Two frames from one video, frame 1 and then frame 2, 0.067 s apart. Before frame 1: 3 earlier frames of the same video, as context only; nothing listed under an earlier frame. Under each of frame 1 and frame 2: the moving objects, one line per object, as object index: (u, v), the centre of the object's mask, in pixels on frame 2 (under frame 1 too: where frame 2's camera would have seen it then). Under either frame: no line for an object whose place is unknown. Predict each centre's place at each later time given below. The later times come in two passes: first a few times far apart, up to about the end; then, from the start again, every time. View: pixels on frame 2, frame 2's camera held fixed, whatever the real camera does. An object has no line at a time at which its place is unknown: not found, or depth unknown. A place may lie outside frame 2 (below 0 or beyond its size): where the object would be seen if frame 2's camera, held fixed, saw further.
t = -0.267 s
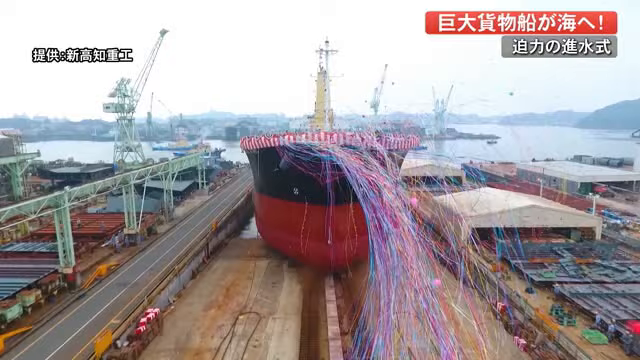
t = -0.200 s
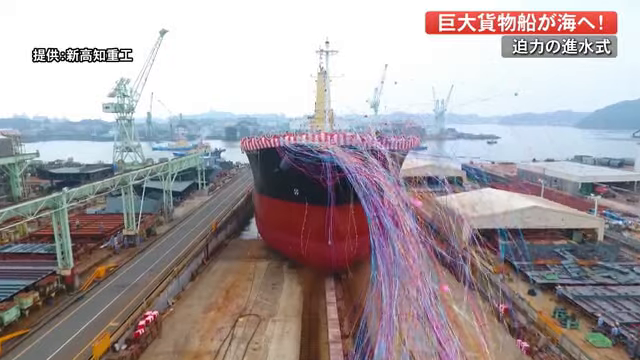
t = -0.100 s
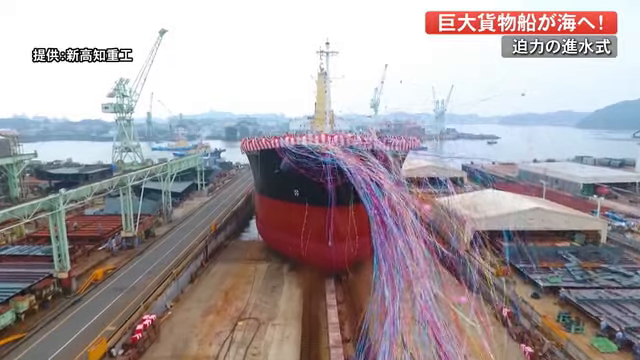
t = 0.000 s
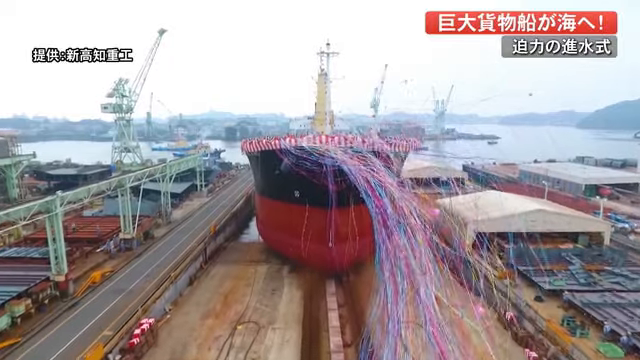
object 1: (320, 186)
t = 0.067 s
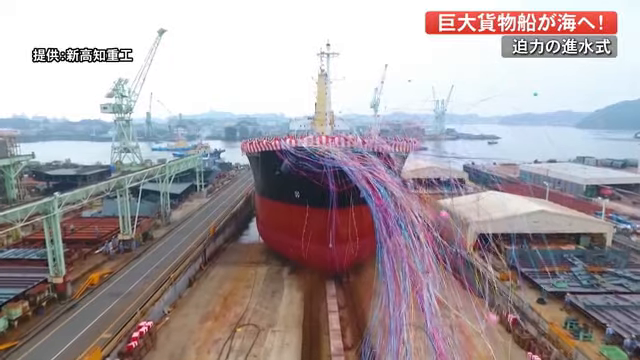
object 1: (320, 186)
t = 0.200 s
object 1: (321, 186)
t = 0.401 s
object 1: (321, 186)
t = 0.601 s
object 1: (324, 185)
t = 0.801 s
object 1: (325, 184)
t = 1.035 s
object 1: (325, 183)
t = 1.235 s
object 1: (325, 182)
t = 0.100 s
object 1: (321, 186)
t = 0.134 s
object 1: (321, 186)
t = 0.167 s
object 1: (319, 186)
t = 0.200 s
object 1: (321, 186)
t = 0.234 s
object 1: (323, 186)
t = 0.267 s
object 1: (322, 186)
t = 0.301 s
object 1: (323, 186)
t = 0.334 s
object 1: (323, 185)
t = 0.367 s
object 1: (323, 185)
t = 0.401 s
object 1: (321, 186)
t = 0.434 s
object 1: (323, 185)
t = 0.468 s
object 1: (323, 185)
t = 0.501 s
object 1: (324, 185)
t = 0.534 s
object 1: (324, 185)
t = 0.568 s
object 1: (324, 185)
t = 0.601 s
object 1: (324, 185)
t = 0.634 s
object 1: (324, 185)
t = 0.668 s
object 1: (324, 184)
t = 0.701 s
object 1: (324, 184)
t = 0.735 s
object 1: (325, 184)
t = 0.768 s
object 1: (325, 184)
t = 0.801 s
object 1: (325, 184)
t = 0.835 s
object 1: (324, 184)
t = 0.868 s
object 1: (324, 183)
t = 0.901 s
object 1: (324, 183)
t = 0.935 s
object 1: (324, 183)
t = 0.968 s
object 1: (324, 183)
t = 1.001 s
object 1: (324, 183)
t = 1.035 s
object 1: (325, 183)
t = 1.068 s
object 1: (324, 183)
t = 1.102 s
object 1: (324, 182)
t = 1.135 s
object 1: (324, 182)
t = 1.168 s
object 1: (325, 182)
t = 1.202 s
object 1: (324, 182)
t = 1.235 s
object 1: (325, 182)
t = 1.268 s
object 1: (324, 182)
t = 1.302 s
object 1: (324, 182)
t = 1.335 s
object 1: (325, 182)
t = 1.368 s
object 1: (325, 181)
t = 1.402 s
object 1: (324, 181)
